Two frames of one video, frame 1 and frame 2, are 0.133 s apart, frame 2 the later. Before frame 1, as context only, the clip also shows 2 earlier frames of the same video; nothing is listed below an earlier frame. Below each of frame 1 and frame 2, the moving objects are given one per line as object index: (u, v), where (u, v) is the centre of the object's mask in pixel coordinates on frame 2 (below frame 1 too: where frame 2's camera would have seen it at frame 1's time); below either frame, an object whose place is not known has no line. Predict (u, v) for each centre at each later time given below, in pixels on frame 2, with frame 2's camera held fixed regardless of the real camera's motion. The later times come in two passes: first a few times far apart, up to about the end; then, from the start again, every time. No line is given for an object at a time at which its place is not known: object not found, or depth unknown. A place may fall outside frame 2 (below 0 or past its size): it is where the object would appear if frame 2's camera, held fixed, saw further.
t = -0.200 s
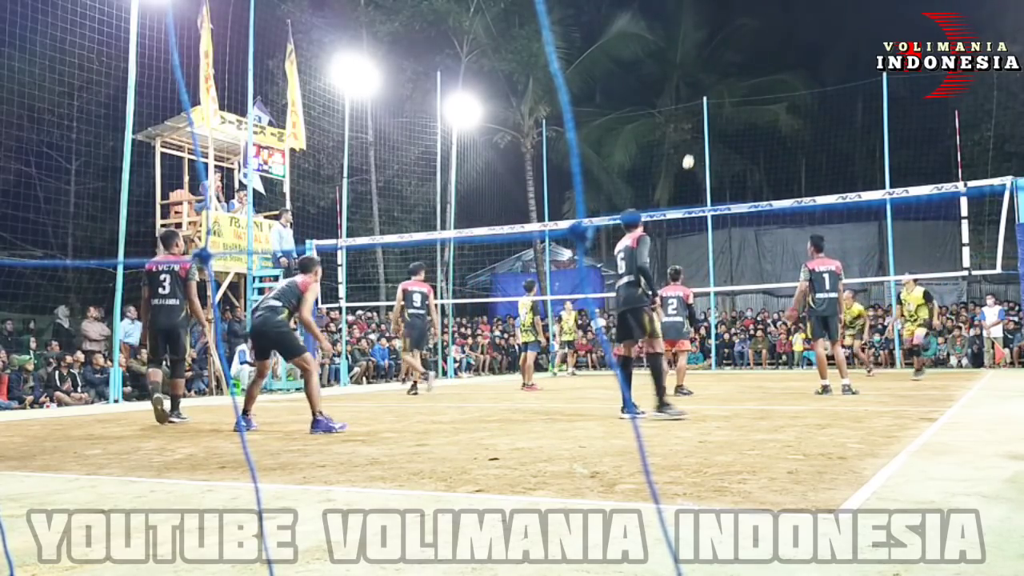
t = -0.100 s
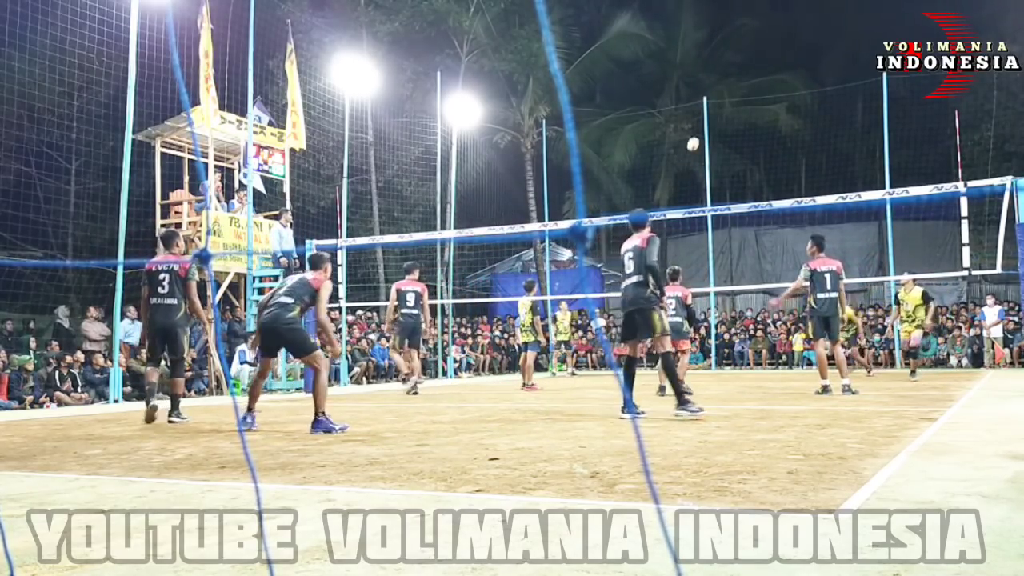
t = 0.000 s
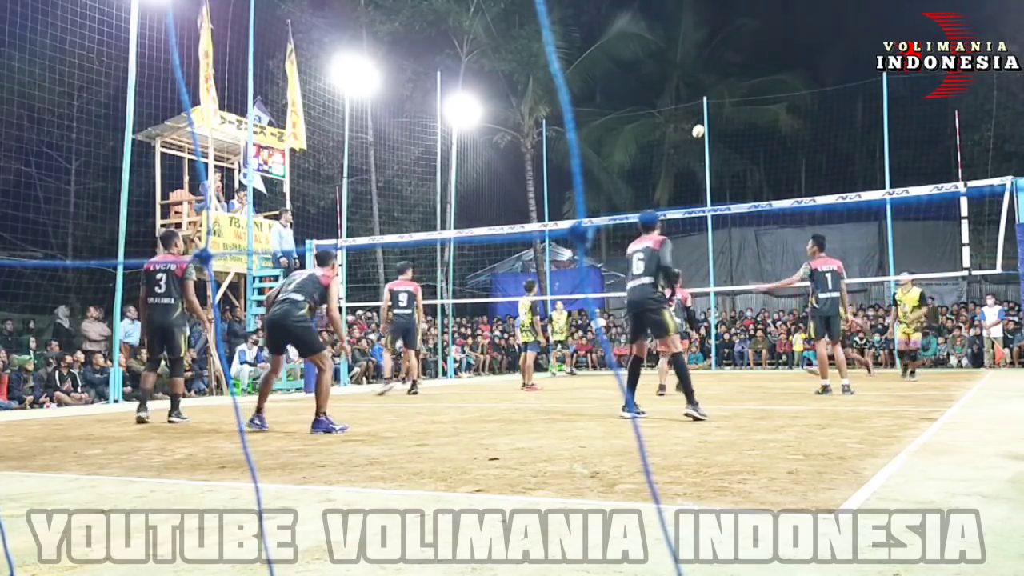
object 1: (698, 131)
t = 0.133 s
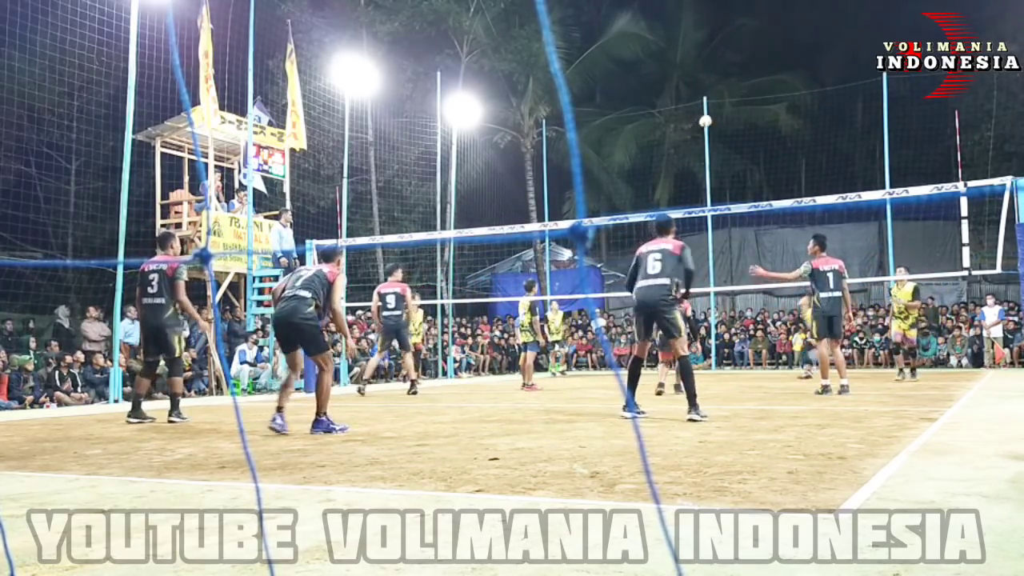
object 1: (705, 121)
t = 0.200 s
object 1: (709, 119)
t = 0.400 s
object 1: (721, 128)
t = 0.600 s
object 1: (734, 159)
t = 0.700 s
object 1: (741, 183)
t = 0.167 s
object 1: (707, 120)
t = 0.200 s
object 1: (709, 119)
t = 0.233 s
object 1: (711, 119)
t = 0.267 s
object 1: (712, 120)
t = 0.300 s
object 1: (714, 121)
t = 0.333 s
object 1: (717, 122)
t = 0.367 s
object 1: (719, 125)
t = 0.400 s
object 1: (721, 128)
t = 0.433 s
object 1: (723, 131)
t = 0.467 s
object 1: (725, 136)
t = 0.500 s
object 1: (727, 140)
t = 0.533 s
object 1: (730, 146)
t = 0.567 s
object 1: (732, 152)
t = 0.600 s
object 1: (734, 159)
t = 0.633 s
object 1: (736, 166)
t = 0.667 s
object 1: (739, 174)
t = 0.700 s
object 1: (741, 183)
